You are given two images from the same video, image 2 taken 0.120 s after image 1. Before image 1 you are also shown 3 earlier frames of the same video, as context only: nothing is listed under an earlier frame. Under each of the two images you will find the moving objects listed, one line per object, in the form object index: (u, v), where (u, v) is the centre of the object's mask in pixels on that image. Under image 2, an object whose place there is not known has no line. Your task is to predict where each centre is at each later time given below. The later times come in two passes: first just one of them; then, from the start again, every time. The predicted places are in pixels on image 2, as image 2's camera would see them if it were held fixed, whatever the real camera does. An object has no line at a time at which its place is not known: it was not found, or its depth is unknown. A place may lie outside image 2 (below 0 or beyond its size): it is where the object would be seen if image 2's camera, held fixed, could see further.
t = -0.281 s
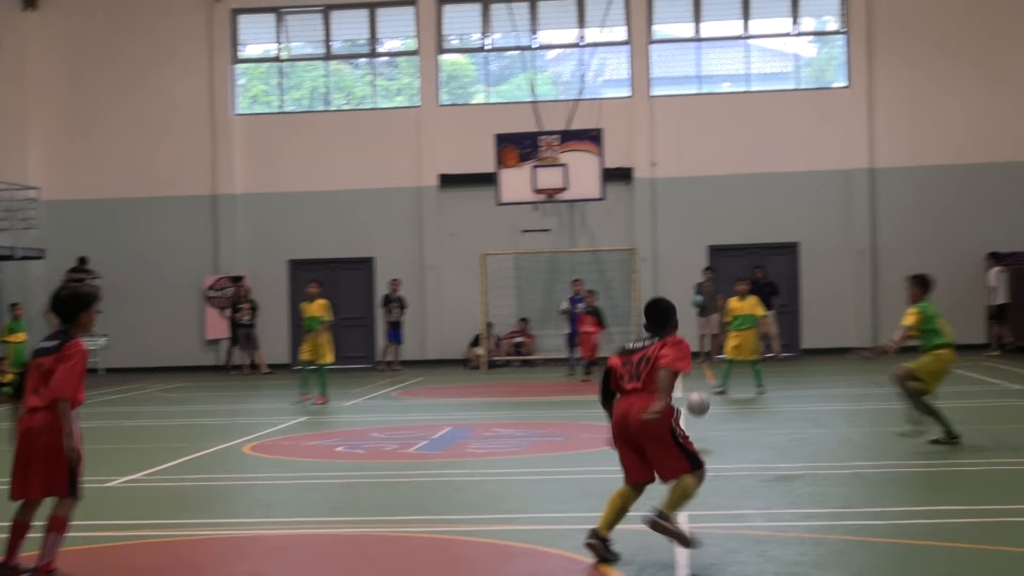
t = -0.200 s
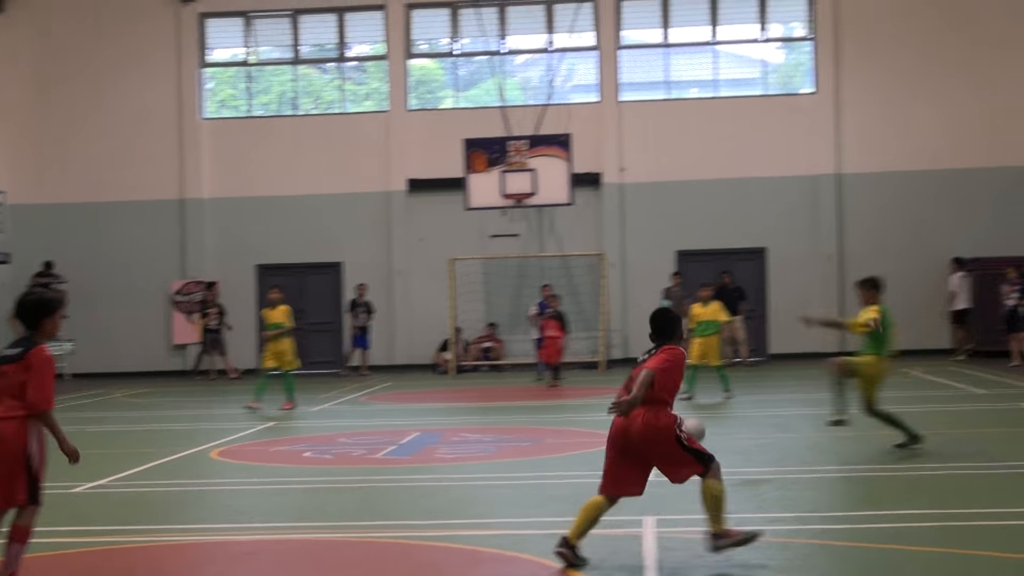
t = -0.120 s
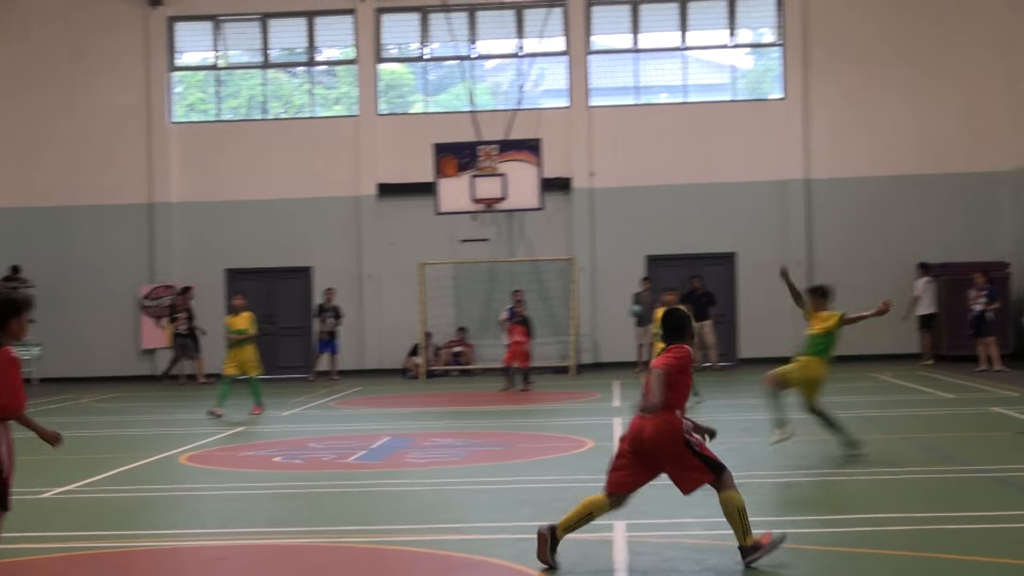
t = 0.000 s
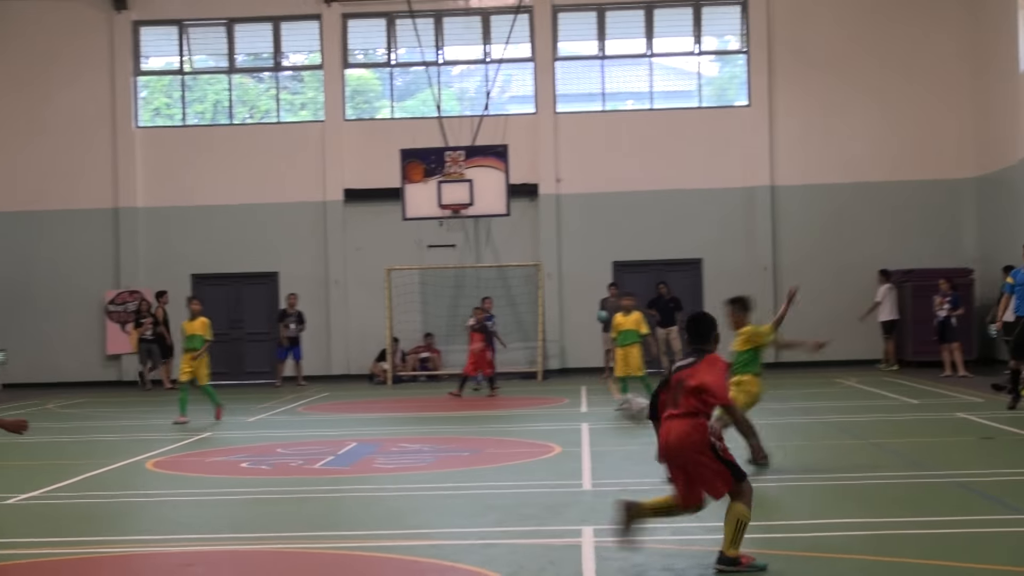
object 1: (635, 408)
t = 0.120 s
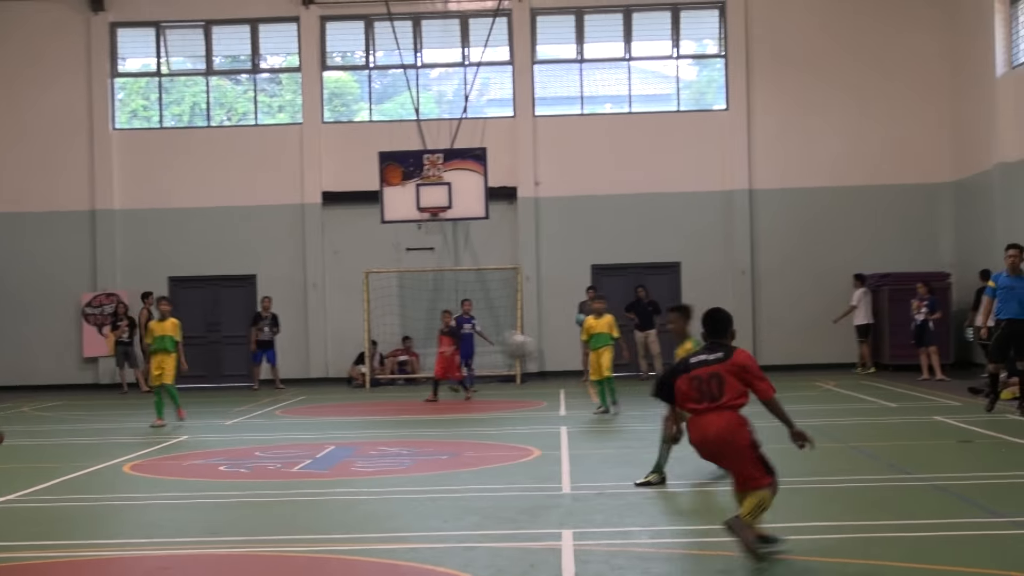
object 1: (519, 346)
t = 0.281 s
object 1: (381, 286)
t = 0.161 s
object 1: (488, 328)
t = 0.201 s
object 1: (450, 312)
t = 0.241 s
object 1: (416, 297)
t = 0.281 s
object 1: (381, 286)
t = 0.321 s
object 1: (342, 277)
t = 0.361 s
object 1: (305, 270)
